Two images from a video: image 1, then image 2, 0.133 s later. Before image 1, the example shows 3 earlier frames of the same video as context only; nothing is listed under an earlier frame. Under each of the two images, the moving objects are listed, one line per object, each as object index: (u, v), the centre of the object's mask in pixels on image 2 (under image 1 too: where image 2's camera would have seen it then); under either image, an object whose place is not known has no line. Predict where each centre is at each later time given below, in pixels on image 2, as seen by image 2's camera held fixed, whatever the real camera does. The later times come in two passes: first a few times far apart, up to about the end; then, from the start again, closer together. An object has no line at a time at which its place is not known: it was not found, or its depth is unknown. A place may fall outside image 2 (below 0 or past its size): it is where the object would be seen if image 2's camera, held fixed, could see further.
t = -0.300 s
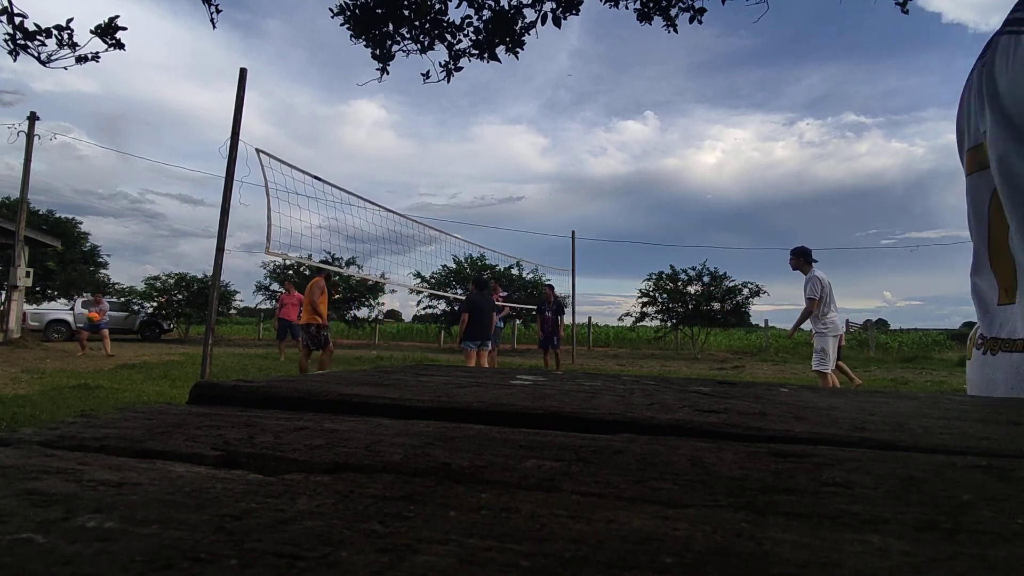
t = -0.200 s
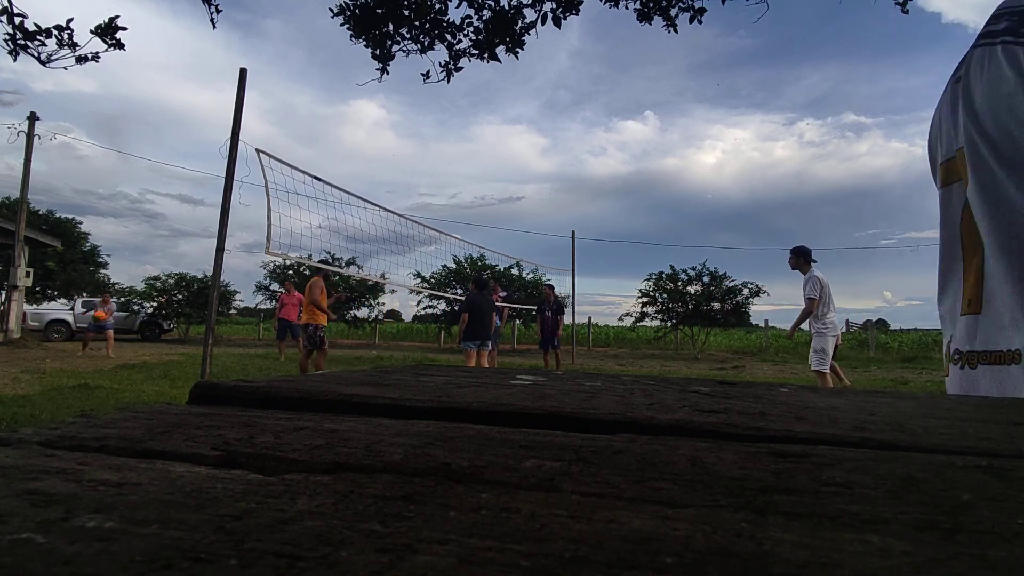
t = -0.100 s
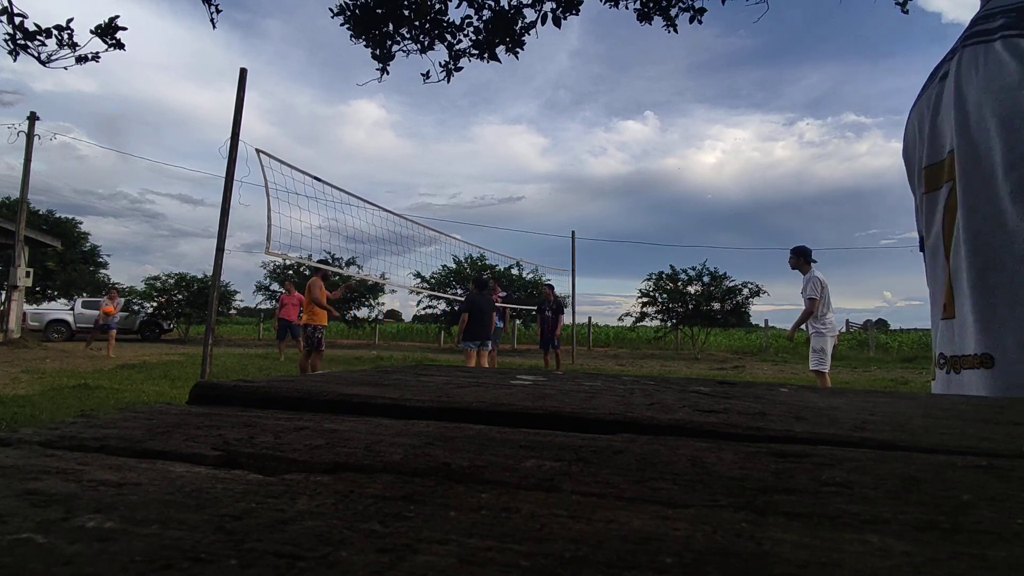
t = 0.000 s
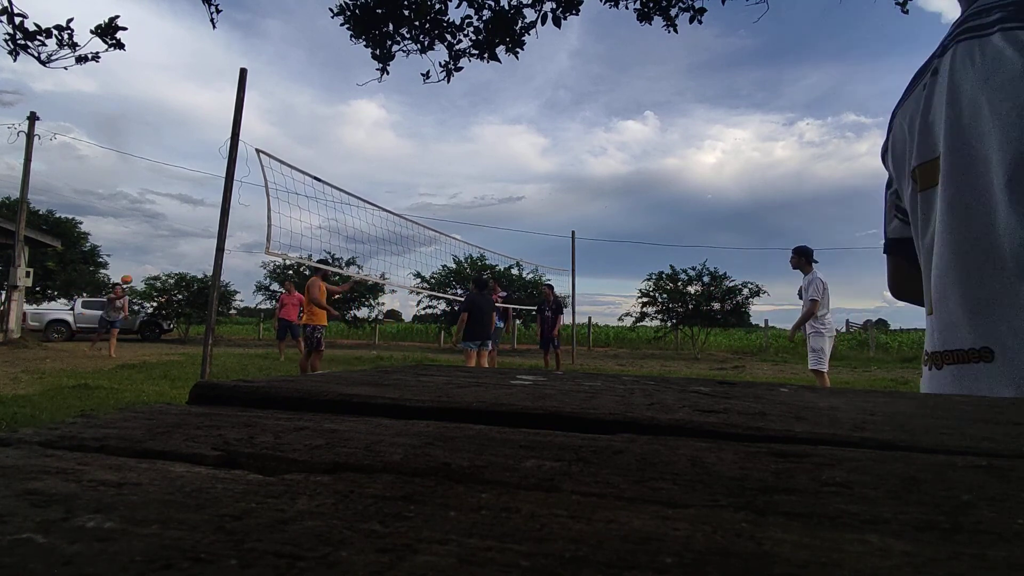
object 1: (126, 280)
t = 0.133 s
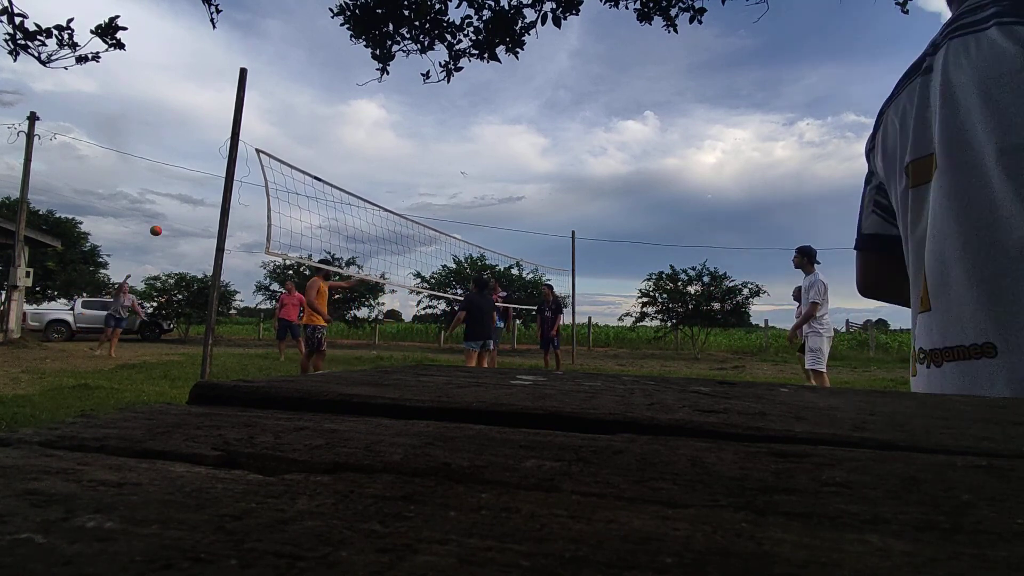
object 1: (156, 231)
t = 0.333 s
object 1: (199, 169)
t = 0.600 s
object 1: (261, 112)
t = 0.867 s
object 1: (329, 87)
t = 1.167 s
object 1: (417, 109)
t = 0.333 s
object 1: (199, 169)
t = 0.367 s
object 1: (207, 161)
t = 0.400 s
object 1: (214, 152)
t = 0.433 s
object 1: (222, 144)
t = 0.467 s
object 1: (227, 136)
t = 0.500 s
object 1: (241, 131)
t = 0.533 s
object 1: (246, 124)
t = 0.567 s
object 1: (253, 118)
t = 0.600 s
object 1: (261, 112)
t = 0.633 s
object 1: (270, 107)
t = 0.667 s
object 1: (278, 102)
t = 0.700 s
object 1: (286, 98)
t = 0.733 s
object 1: (294, 94)
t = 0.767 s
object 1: (303, 92)
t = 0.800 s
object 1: (311, 89)
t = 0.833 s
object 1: (320, 88)
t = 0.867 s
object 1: (329, 87)
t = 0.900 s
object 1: (338, 86)
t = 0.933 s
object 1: (347, 86)
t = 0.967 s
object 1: (357, 87)
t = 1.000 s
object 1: (366, 89)
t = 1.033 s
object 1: (376, 91)
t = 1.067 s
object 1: (386, 94)
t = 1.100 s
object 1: (396, 99)
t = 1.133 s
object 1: (406, 104)
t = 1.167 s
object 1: (417, 109)
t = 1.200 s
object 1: (428, 116)
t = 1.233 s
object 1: (439, 124)
